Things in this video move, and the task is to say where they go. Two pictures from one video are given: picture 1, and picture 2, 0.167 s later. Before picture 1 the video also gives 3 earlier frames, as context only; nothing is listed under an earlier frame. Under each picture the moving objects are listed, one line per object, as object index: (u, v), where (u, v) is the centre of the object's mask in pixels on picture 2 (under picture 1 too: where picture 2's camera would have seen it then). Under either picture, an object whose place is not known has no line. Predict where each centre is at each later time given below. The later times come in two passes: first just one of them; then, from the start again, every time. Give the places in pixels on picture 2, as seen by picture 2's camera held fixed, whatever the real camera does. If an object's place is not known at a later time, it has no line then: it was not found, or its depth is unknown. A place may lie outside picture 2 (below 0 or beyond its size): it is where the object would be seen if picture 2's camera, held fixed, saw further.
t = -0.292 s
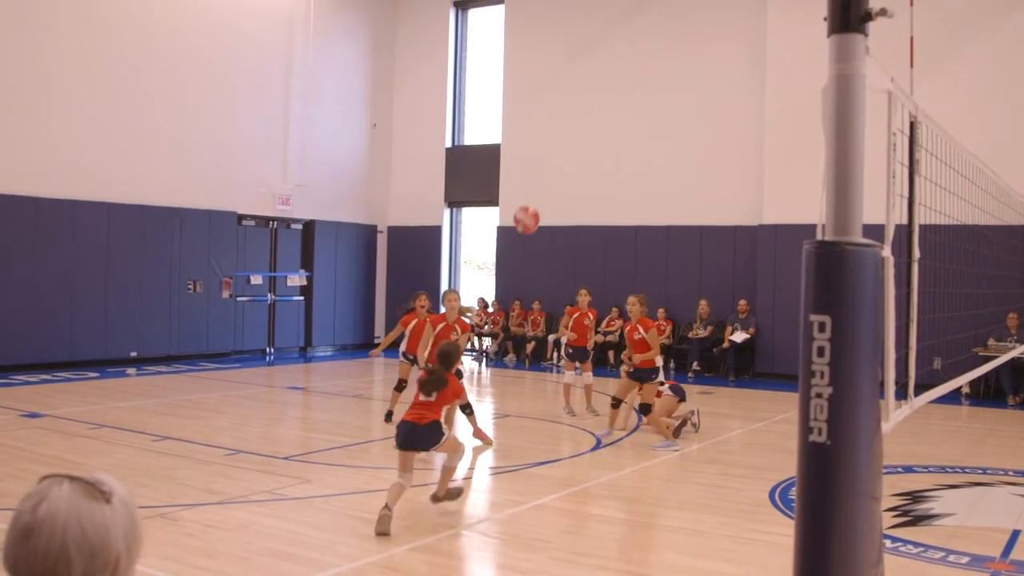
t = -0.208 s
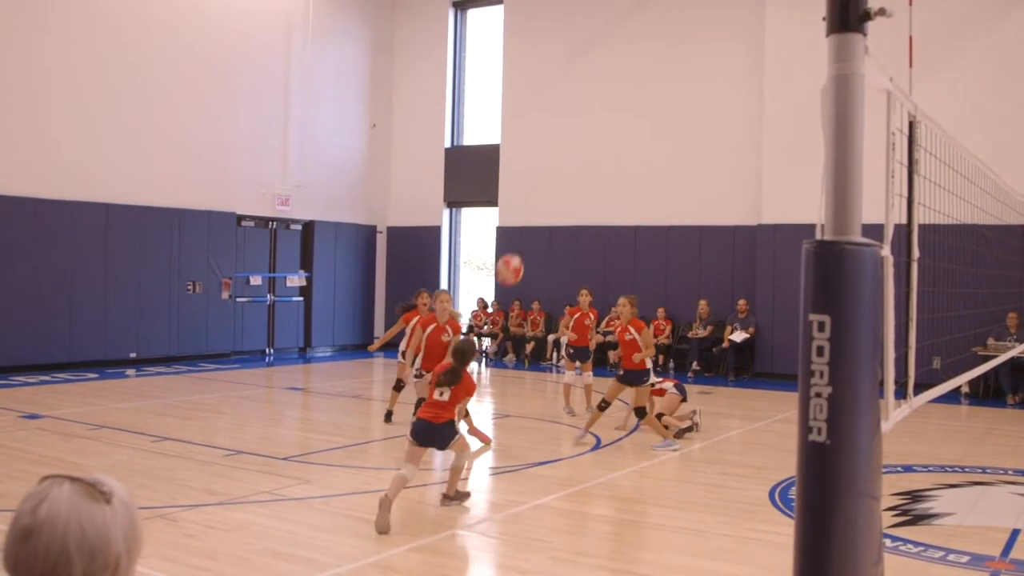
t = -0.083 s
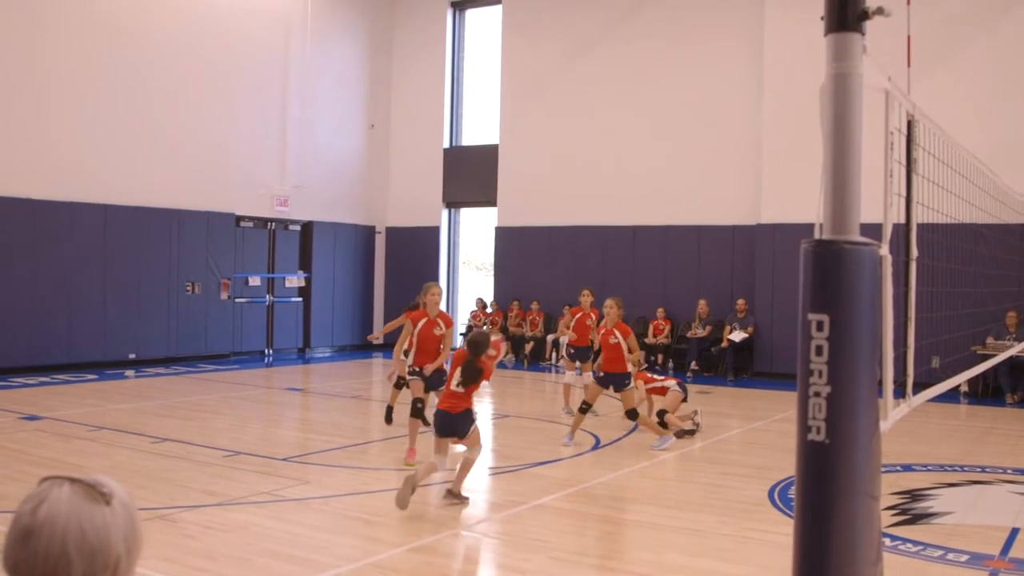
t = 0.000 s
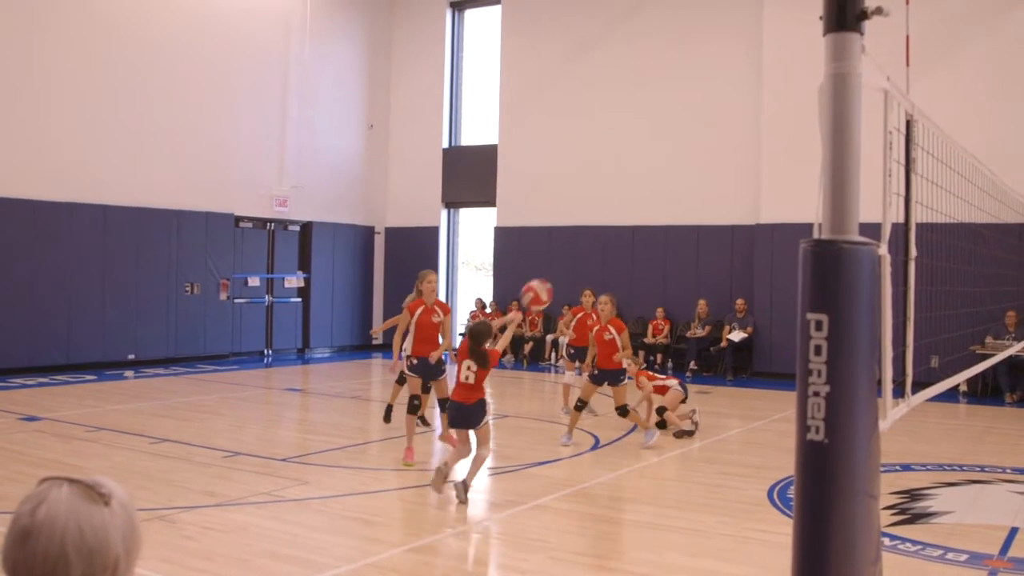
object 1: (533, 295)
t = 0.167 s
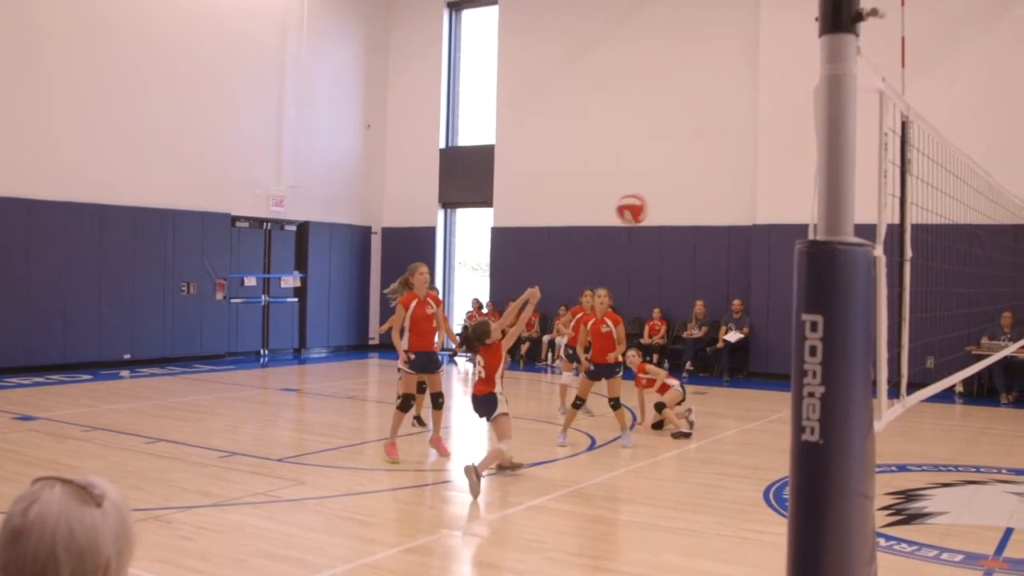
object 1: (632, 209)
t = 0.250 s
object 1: (686, 178)
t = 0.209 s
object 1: (659, 192)
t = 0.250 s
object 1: (686, 178)
